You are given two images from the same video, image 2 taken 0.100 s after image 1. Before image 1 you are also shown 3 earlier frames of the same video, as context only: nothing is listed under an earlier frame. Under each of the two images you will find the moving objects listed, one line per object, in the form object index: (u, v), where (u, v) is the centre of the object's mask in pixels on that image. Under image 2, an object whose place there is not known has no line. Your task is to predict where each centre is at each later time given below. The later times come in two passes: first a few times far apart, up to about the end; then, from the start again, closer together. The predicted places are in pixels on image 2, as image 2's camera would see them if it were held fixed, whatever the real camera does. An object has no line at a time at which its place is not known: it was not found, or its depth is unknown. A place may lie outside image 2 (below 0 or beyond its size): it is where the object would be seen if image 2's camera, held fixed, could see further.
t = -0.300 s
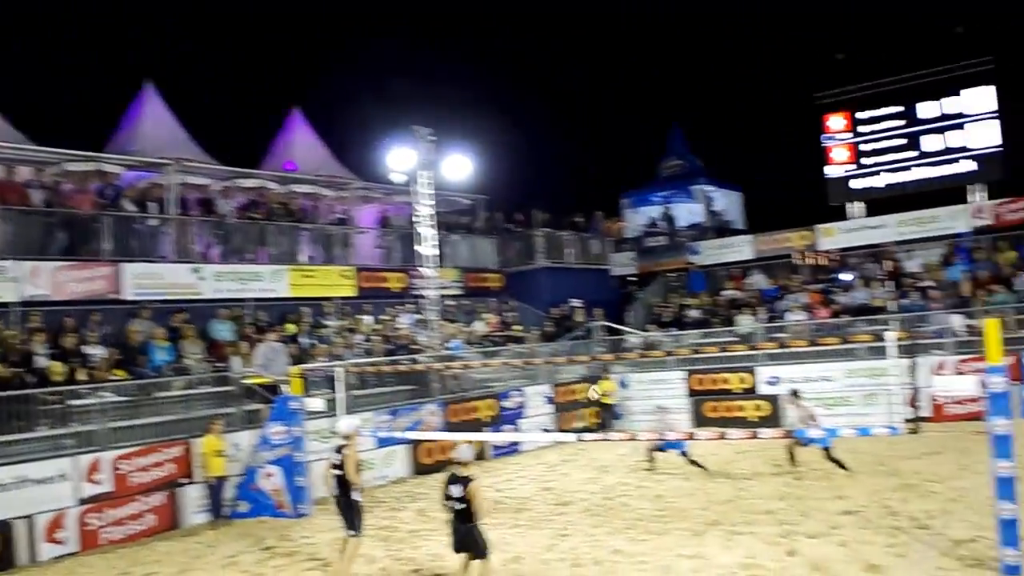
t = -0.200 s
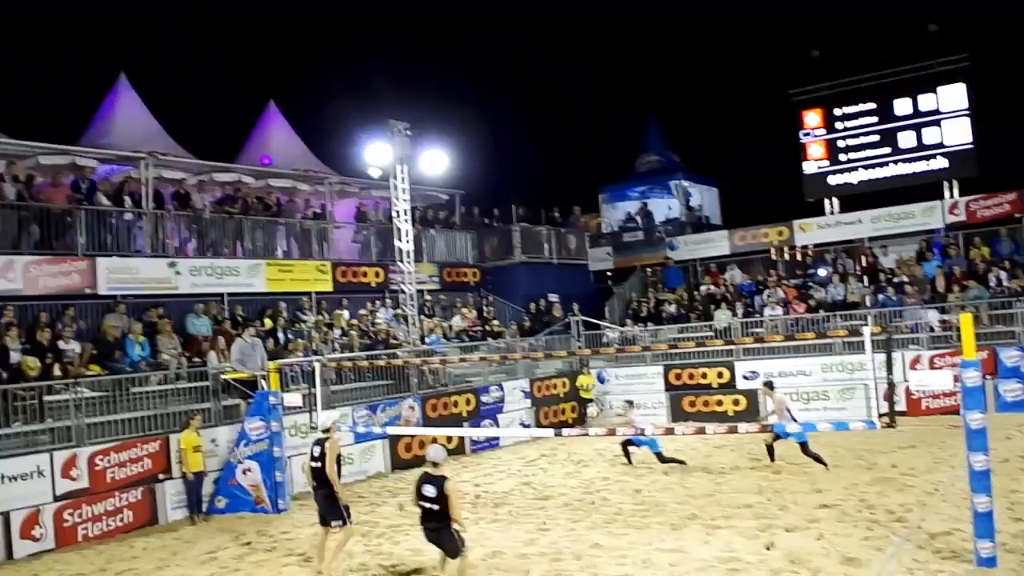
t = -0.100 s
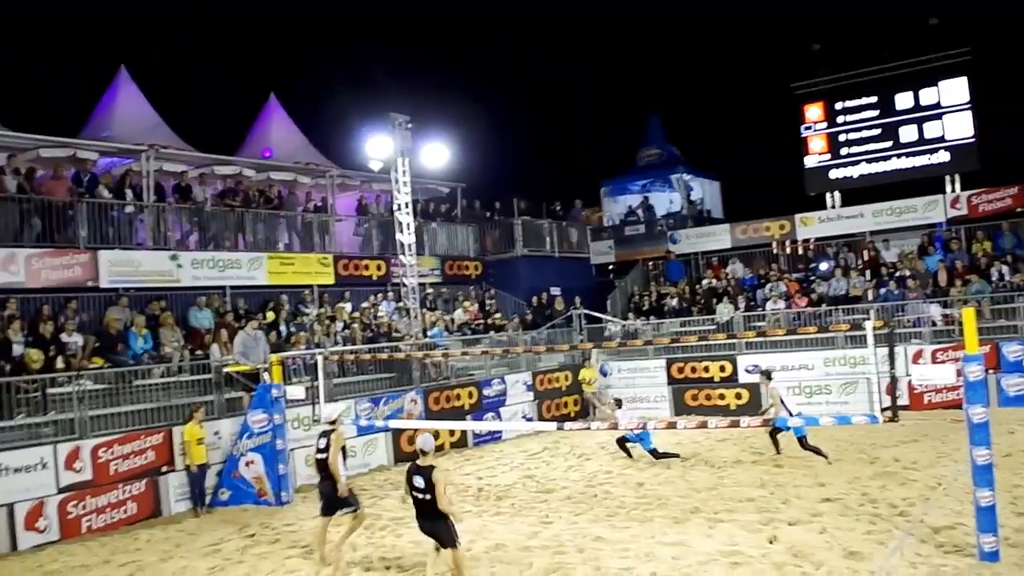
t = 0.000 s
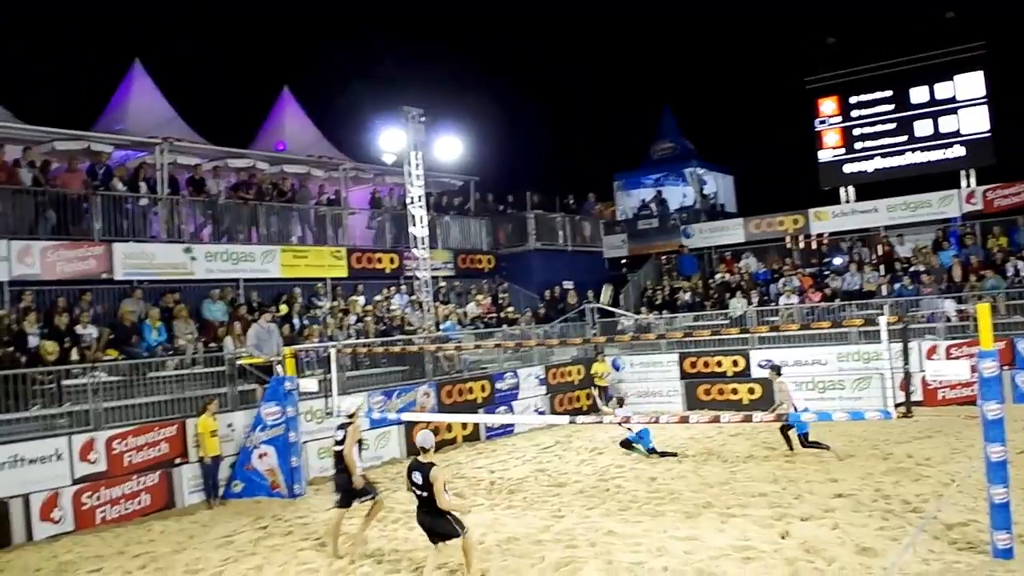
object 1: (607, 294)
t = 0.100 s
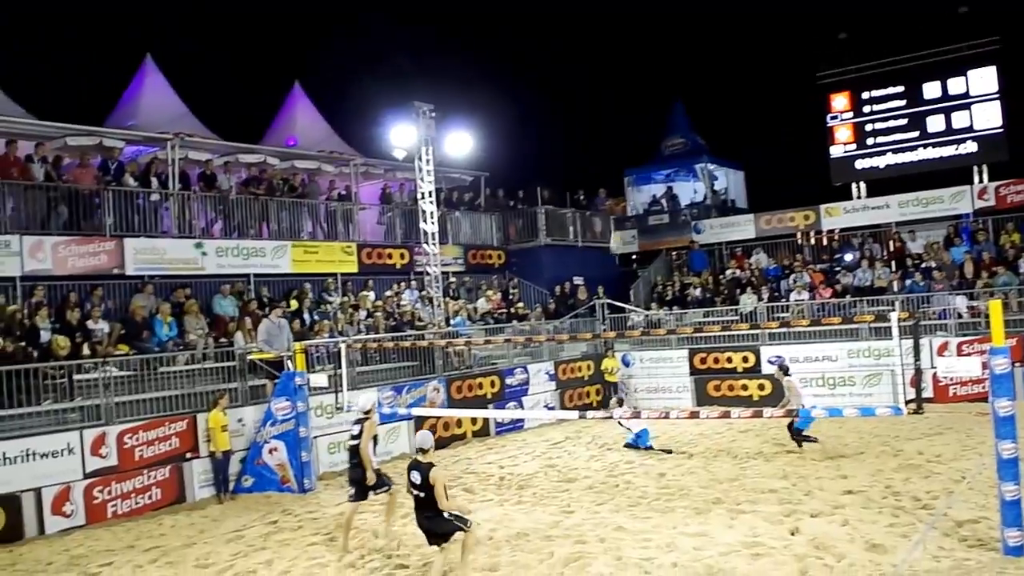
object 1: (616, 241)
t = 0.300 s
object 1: (618, 160)
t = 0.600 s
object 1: (627, 79)
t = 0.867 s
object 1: (639, 48)
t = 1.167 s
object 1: (656, 57)
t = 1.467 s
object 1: (680, 113)
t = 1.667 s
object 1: (698, 175)
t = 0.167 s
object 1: (616, 210)
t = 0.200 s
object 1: (617, 197)
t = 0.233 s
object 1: (618, 185)
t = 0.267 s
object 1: (618, 172)
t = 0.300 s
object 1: (618, 160)
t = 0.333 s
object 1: (619, 148)
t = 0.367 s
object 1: (620, 137)
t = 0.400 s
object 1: (621, 127)
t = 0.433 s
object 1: (621, 118)
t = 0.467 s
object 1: (622, 108)
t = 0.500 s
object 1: (623, 100)
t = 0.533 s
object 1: (624, 92)
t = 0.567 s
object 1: (626, 85)
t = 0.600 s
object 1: (627, 79)
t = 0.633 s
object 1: (629, 73)
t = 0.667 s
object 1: (630, 67)
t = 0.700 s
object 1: (631, 62)
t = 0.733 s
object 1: (633, 58)
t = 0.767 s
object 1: (635, 55)
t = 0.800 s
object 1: (637, 52)
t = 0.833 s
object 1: (638, 50)
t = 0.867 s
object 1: (639, 48)
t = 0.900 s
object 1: (641, 47)
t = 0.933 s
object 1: (643, 46)
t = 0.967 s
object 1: (644, 46)
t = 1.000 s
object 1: (646, 46)
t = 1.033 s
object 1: (647, 47)
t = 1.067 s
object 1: (649, 48)
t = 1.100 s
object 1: (652, 51)
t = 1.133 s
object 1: (654, 53)
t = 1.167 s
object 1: (656, 57)
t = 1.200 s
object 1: (658, 60)
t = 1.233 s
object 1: (660, 64)
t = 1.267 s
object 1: (663, 70)
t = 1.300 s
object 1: (666, 75)
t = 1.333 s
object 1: (669, 82)
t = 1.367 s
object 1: (672, 89)
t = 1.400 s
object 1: (674, 96)
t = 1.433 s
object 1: (677, 104)
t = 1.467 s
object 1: (680, 113)
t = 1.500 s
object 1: (683, 123)
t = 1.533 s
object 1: (686, 133)
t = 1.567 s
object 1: (689, 144)
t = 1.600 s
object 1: (692, 154)
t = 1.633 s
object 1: (694, 165)
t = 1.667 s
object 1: (698, 175)
